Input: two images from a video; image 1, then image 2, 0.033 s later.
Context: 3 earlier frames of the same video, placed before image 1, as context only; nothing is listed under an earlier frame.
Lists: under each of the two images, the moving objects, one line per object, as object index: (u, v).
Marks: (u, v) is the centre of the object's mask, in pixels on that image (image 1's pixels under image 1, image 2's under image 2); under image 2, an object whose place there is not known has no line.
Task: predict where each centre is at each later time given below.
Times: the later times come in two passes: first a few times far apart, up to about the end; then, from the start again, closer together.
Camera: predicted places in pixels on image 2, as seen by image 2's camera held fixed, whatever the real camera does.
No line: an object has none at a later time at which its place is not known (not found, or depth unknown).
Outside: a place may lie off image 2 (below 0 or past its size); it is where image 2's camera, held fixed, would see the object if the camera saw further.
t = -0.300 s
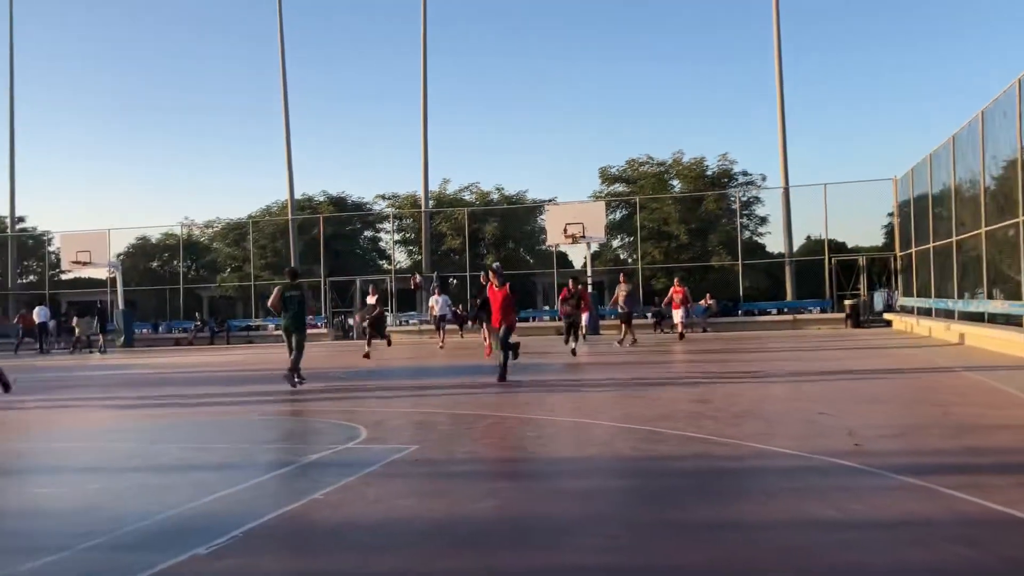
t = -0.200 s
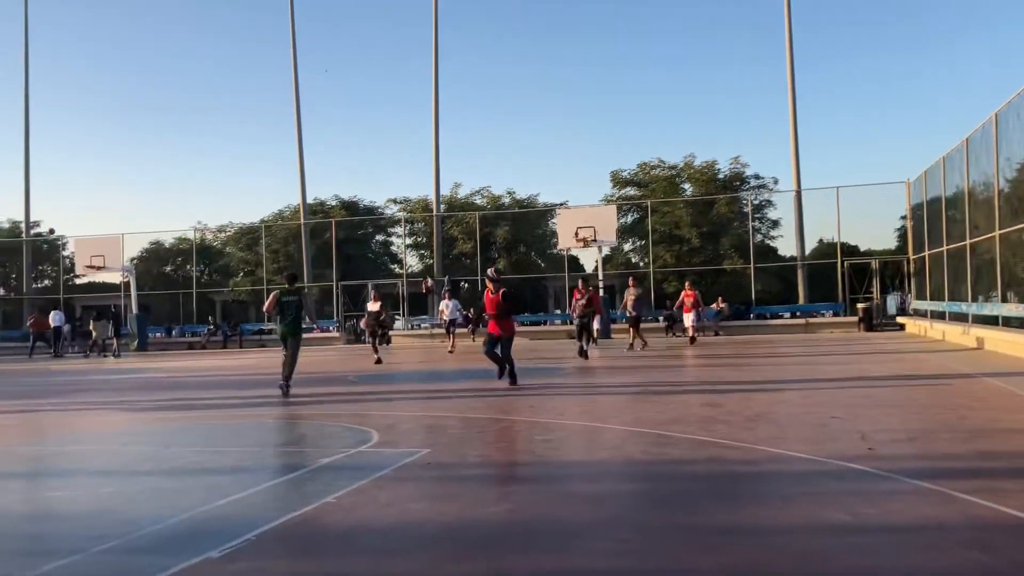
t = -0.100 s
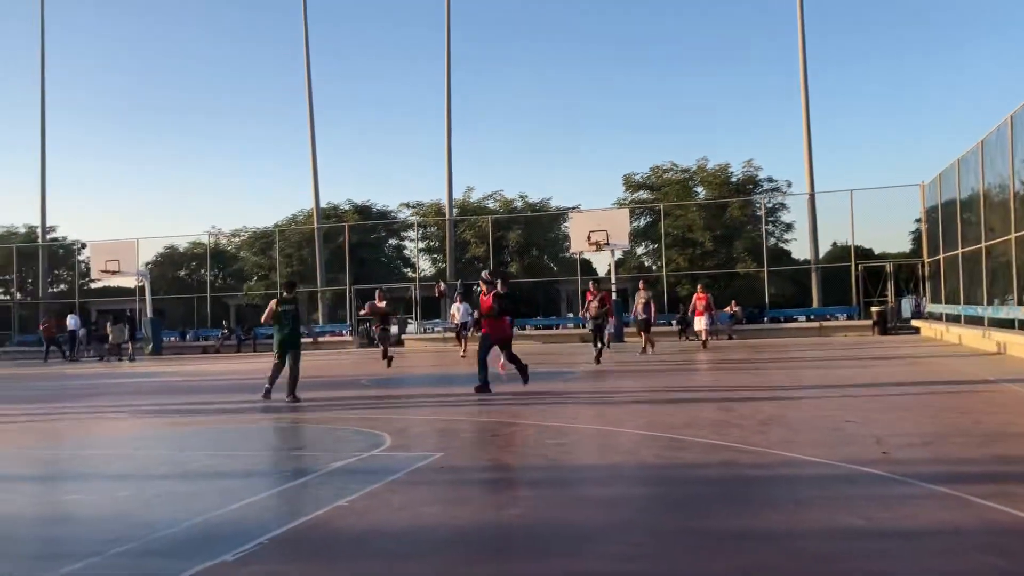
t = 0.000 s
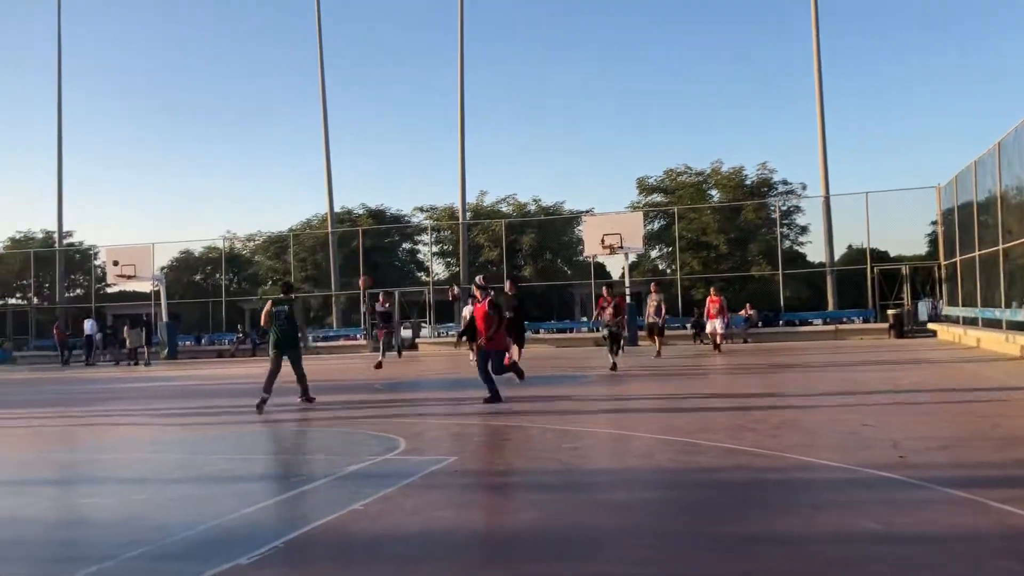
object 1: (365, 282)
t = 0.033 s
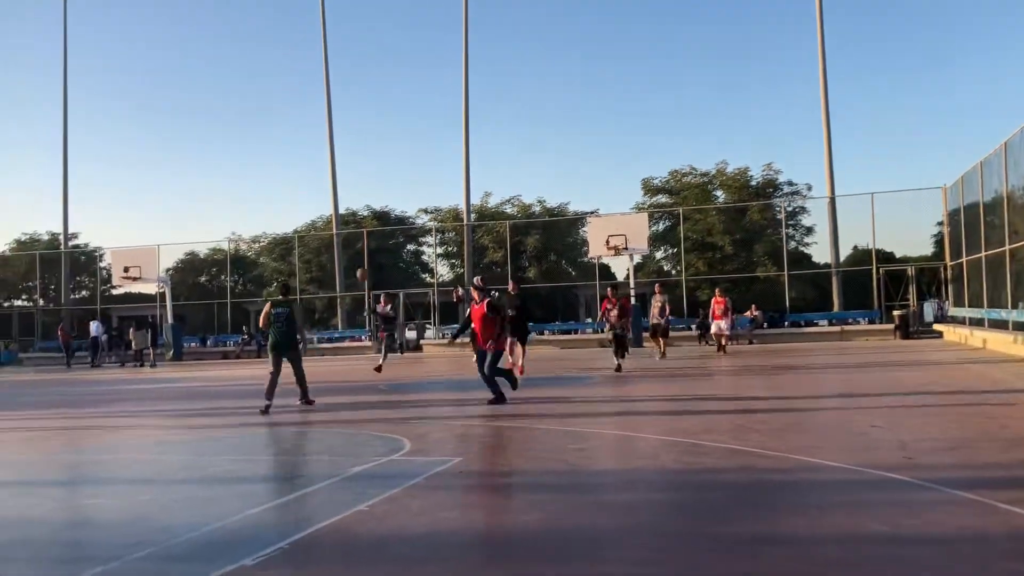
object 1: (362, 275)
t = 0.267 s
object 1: (305, 209)
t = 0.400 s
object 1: (264, 177)
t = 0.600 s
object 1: (191, 140)
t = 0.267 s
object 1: (305, 209)
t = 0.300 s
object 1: (295, 200)
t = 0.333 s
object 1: (285, 192)
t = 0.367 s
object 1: (275, 185)
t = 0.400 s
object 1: (264, 177)
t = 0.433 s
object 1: (253, 170)
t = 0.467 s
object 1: (242, 163)
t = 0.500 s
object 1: (230, 157)
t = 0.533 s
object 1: (217, 151)
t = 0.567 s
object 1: (204, 145)
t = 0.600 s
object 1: (191, 140)
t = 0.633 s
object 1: (177, 135)
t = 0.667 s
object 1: (162, 131)
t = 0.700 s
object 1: (146, 127)
